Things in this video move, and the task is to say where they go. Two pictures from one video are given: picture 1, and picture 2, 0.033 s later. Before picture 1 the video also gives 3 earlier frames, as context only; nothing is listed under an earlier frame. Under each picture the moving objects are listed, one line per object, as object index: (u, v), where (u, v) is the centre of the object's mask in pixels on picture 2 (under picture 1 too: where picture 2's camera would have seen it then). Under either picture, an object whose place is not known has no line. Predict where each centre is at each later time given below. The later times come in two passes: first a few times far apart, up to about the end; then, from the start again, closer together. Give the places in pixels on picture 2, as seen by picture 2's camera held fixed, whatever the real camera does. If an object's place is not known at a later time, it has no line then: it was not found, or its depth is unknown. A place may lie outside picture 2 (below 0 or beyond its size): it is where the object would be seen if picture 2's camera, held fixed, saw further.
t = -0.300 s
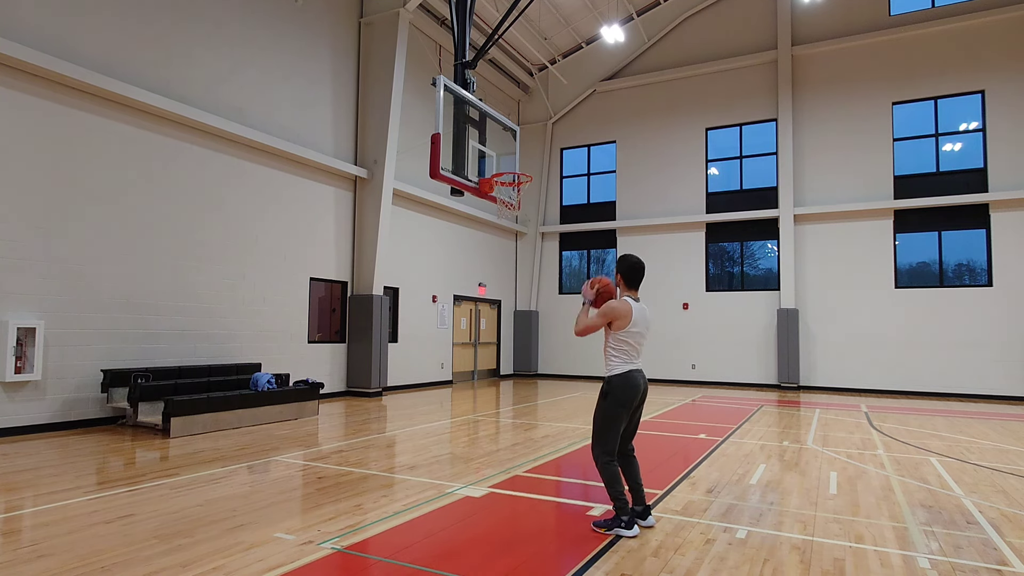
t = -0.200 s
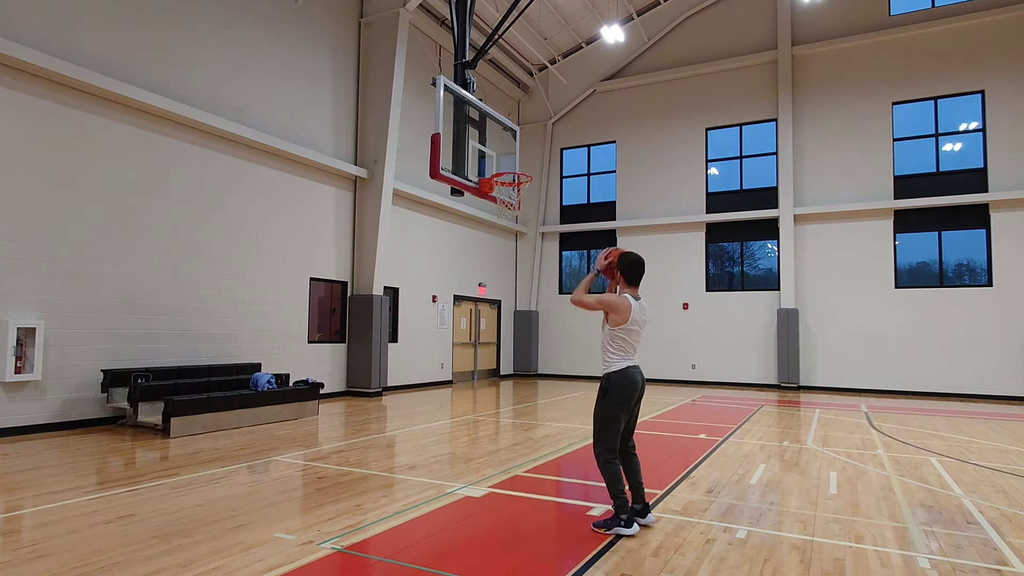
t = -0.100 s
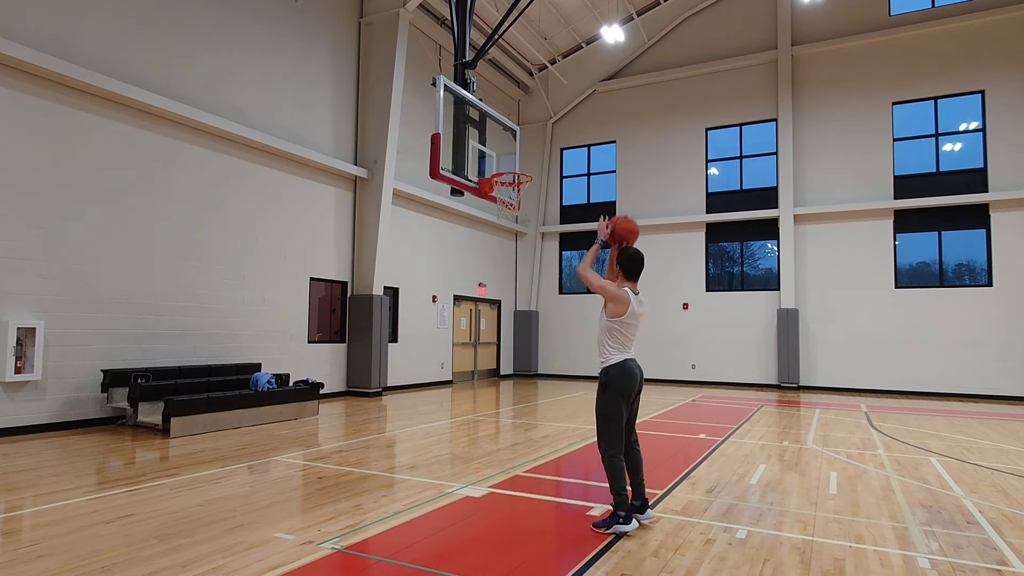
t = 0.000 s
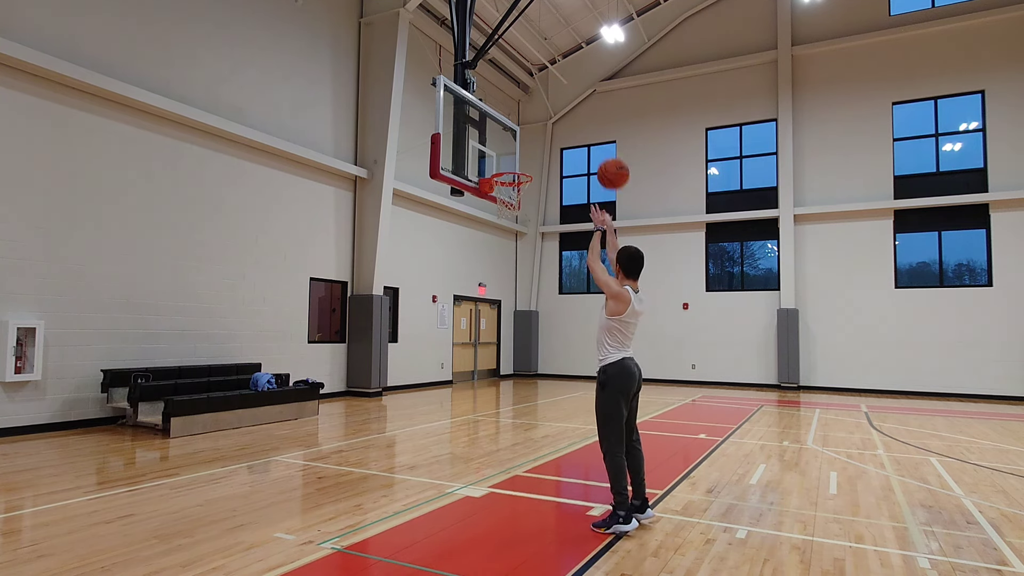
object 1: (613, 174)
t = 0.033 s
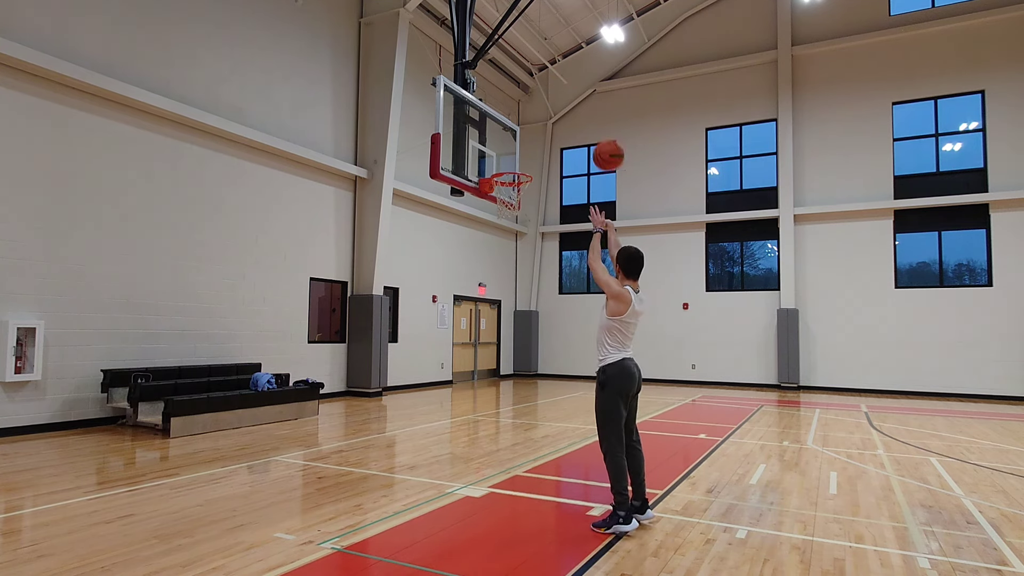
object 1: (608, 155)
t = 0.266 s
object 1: (580, 78)
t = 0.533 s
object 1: (555, 72)
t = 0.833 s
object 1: (533, 140)
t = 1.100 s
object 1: (521, 167)
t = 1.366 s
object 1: (504, 168)
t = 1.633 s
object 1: (514, 188)
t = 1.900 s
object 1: (519, 218)
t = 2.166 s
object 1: (511, 285)
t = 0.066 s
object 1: (603, 139)
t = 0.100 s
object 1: (599, 125)
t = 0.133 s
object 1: (595, 112)
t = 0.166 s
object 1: (591, 101)
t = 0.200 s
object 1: (587, 92)
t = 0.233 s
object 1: (583, 84)
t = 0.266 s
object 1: (580, 78)
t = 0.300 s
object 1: (576, 73)
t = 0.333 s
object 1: (573, 69)
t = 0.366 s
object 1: (570, 67)
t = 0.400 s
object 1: (567, 66)
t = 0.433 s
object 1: (564, 66)
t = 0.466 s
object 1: (561, 67)
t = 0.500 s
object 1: (558, 69)
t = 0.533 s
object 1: (555, 72)
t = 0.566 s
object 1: (552, 76)
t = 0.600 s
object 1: (550, 81)
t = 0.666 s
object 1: (545, 94)
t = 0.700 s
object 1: (542, 101)
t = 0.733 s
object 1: (540, 110)
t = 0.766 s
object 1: (537, 119)
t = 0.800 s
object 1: (535, 129)
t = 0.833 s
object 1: (533, 140)
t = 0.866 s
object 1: (531, 151)
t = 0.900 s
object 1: (528, 163)
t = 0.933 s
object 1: (527, 165)
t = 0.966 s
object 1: (526, 164)
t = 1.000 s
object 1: (525, 164)
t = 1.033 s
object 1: (524, 165)
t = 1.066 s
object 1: (522, 166)
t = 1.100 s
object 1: (521, 167)
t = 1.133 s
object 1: (519, 171)
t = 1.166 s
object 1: (516, 171)
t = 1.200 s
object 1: (514, 167)
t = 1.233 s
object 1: (511, 167)
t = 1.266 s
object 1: (508, 167)
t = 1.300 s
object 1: (505, 168)
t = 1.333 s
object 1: (503, 168)
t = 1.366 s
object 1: (504, 168)
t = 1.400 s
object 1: (504, 167)
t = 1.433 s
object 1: (504, 167)
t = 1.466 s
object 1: (504, 168)
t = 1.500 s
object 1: (503, 169)
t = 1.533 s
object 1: (505, 170)
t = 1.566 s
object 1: (508, 181)
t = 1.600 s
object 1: (510, 184)
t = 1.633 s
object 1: (514, 188)
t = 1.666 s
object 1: (516, 193)
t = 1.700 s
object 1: (518, 197)
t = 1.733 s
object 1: (519, 200)
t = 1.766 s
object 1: (520, 202)
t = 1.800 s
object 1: (520, 204)
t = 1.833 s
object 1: (519, 207)
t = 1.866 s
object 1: (519, 211)
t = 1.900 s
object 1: (519, 218)
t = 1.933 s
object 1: (517, 222)
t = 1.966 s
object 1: (516, 228)
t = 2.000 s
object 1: (515, 235)
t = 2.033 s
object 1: (515, 243)
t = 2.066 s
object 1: (514, 252)
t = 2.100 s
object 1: (513, 262)
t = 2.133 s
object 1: (512, 273)
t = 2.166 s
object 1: (511, 285)
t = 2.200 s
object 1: (510, 298)
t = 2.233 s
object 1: (510, 311)
